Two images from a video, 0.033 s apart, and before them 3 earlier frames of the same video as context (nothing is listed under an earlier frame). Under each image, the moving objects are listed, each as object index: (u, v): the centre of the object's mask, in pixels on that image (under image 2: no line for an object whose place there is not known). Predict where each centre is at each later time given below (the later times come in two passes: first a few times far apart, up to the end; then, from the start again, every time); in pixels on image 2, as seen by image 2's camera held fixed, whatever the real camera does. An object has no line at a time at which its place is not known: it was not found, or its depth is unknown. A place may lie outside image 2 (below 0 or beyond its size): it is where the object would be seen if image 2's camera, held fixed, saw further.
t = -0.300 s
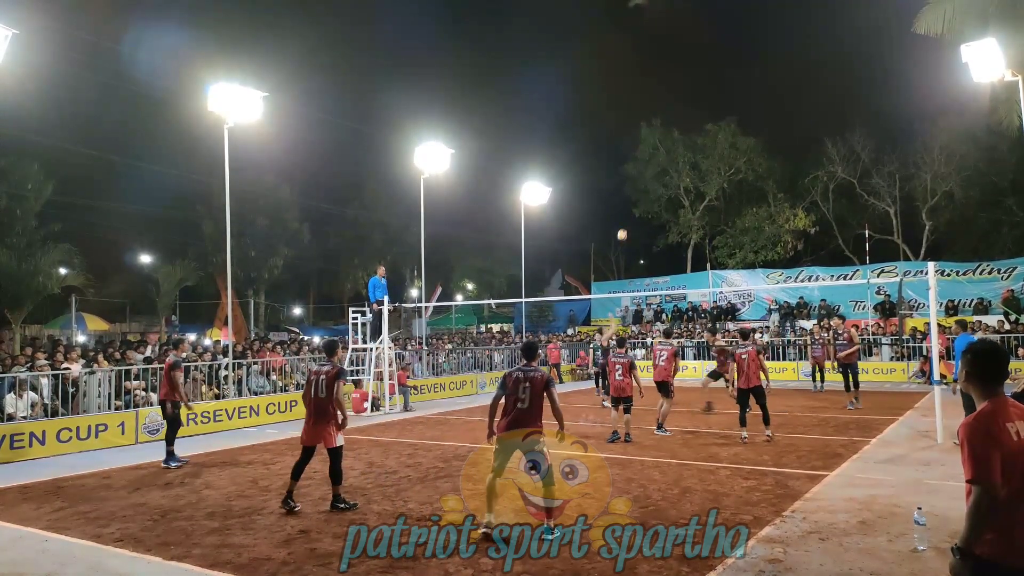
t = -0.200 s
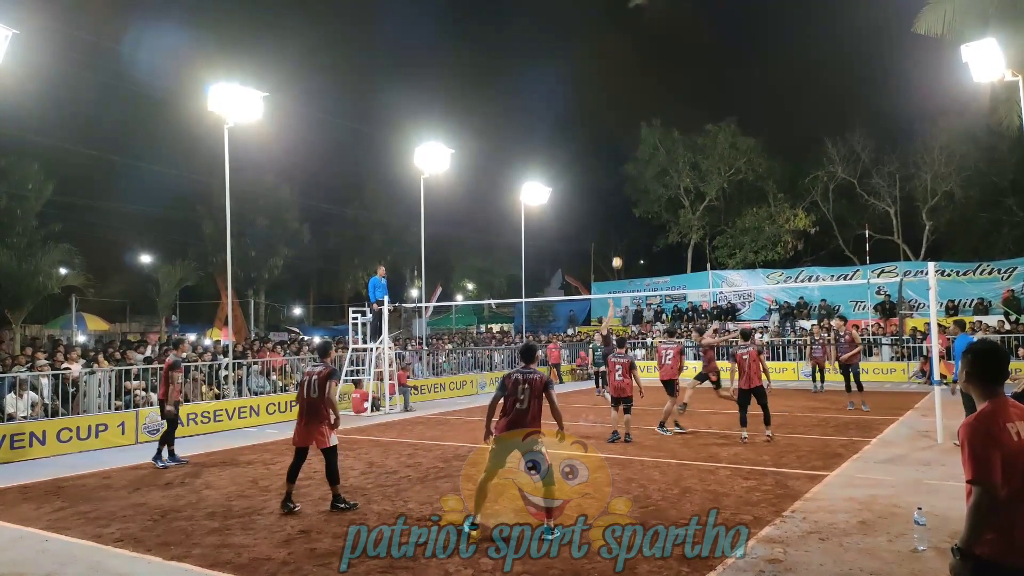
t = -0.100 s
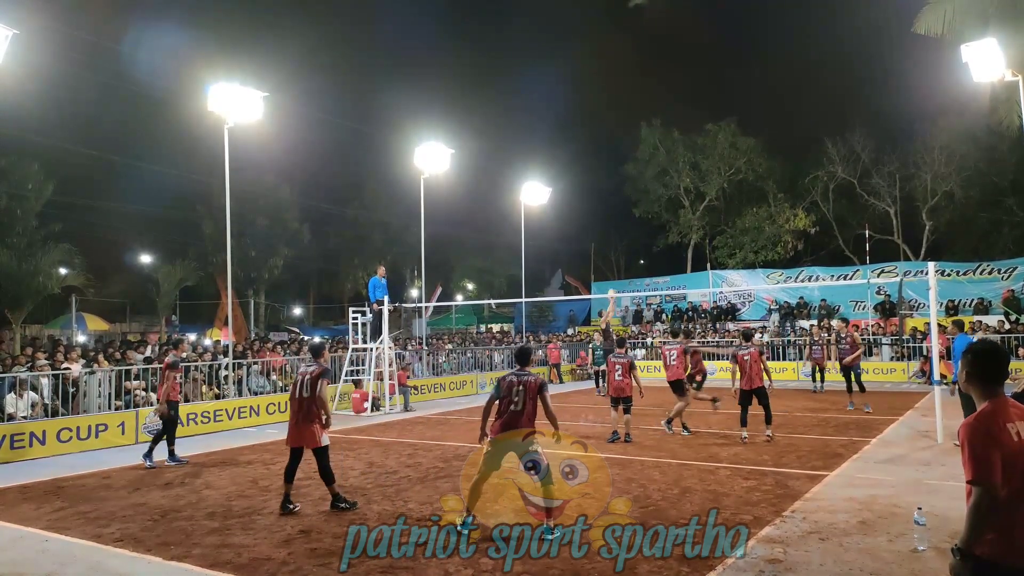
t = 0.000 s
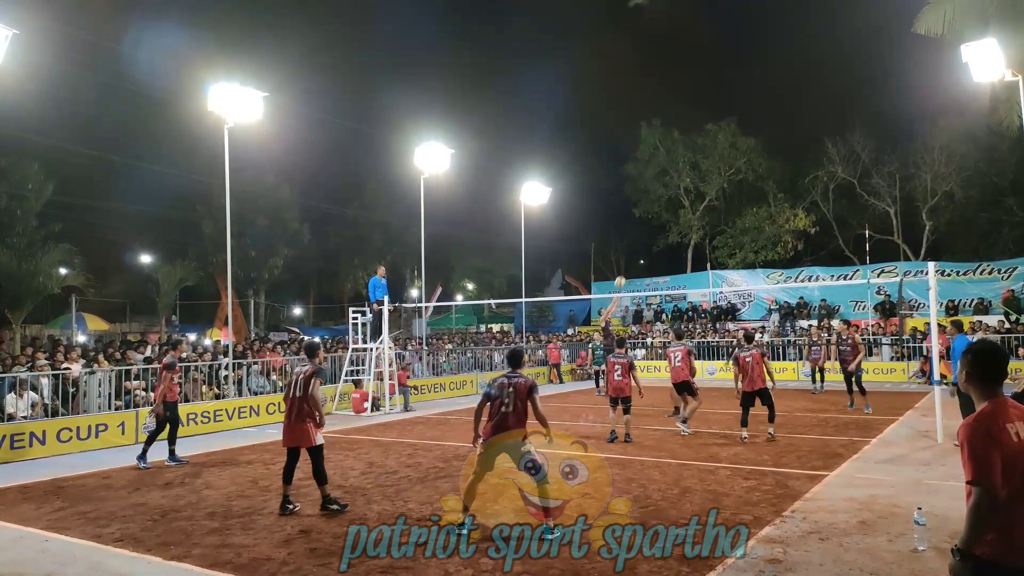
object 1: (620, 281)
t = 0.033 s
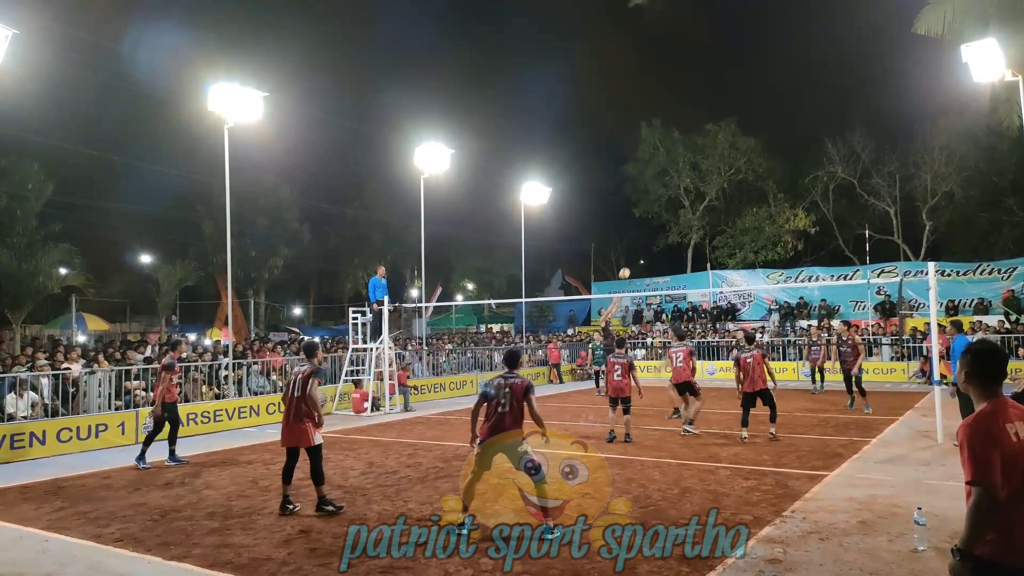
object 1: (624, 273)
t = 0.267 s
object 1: (657, 226)
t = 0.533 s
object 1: (698, 199)
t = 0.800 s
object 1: (745, 205)
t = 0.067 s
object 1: (629, 265)
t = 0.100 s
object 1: (633, 257)
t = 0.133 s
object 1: (638, 250)
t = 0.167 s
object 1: (643, 244)
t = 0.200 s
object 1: (648, 237)
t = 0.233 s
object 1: (652, 231)
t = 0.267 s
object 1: (657, 226)
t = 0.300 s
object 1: (662, 221)
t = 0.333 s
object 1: (667, 216)
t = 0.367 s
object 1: (672, 212)
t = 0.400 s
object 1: (677, 208)
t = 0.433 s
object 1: (682, 205)
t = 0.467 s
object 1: (687, 202)
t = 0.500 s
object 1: (692, 200)
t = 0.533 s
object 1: (698, 199)
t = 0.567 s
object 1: (703, 198)
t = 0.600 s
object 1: (709, 197)
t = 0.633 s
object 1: (714, 197)
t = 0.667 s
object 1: (720, 197)
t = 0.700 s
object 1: (726, 198)
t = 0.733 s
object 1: (732, 200)
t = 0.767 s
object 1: (738, 202)
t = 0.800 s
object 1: (745, 205)
